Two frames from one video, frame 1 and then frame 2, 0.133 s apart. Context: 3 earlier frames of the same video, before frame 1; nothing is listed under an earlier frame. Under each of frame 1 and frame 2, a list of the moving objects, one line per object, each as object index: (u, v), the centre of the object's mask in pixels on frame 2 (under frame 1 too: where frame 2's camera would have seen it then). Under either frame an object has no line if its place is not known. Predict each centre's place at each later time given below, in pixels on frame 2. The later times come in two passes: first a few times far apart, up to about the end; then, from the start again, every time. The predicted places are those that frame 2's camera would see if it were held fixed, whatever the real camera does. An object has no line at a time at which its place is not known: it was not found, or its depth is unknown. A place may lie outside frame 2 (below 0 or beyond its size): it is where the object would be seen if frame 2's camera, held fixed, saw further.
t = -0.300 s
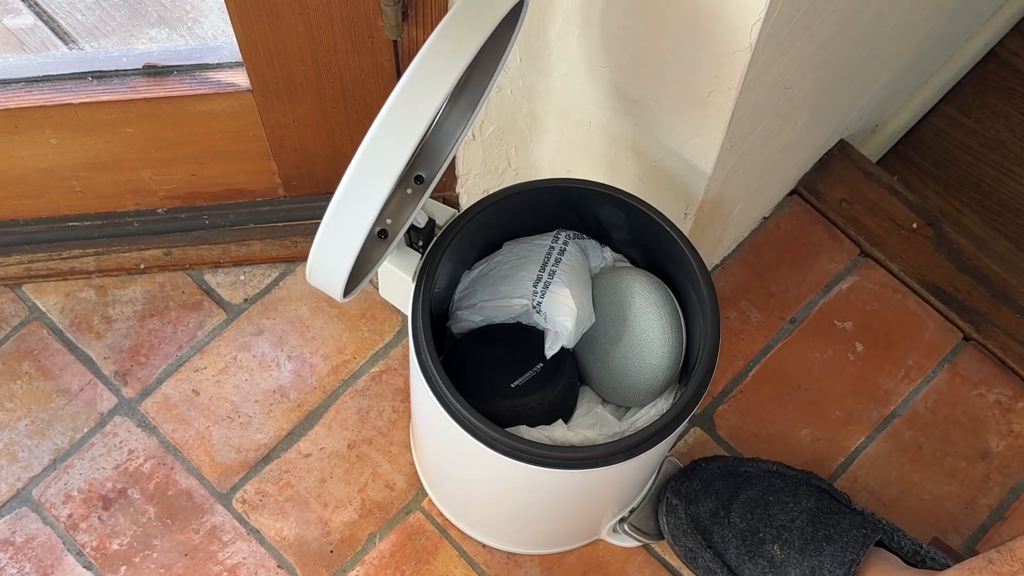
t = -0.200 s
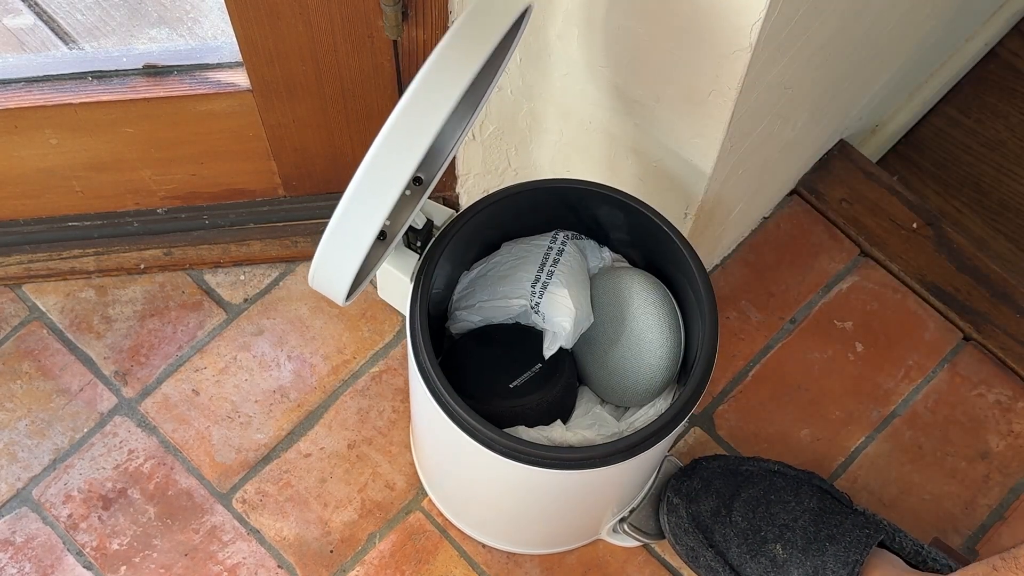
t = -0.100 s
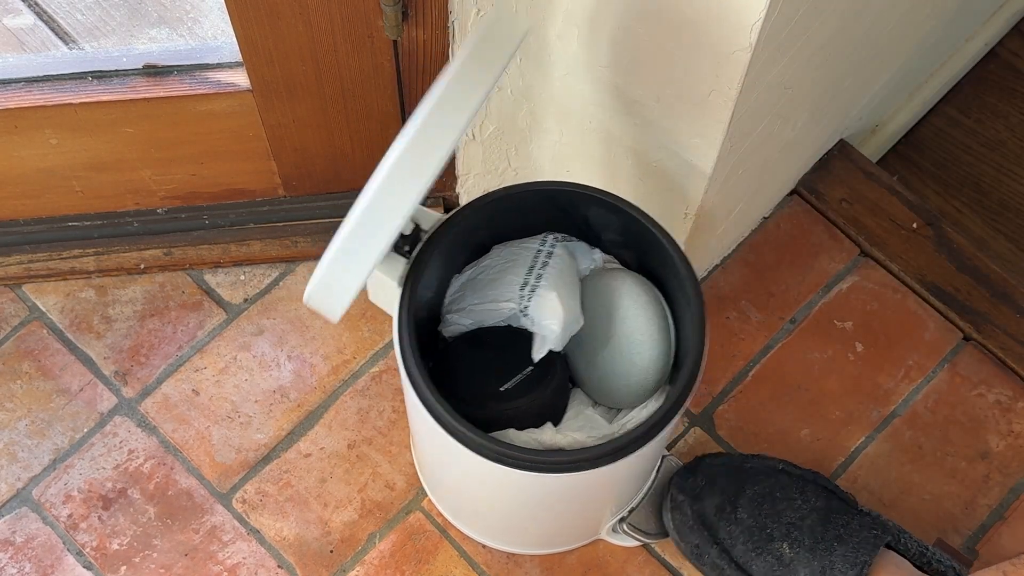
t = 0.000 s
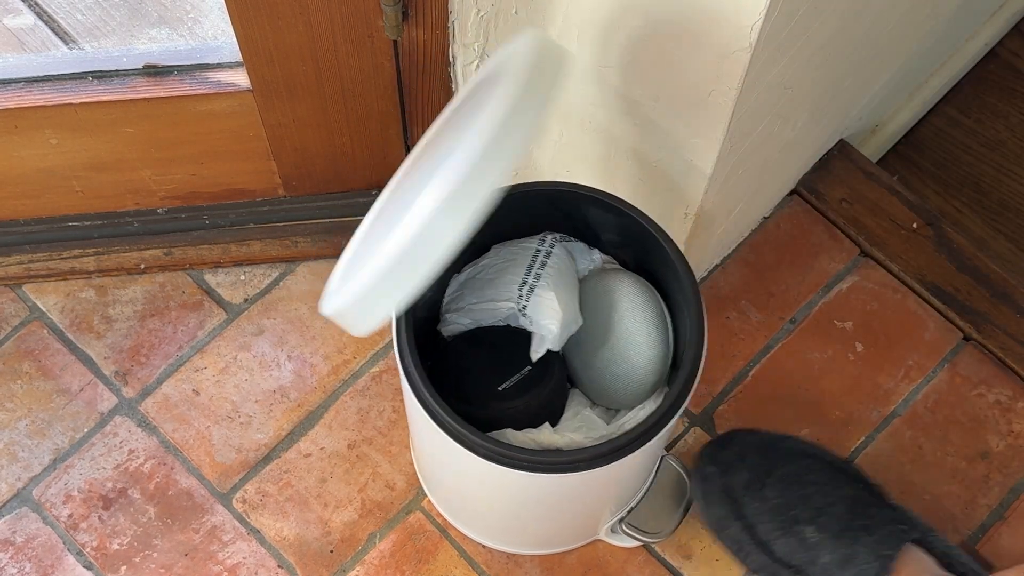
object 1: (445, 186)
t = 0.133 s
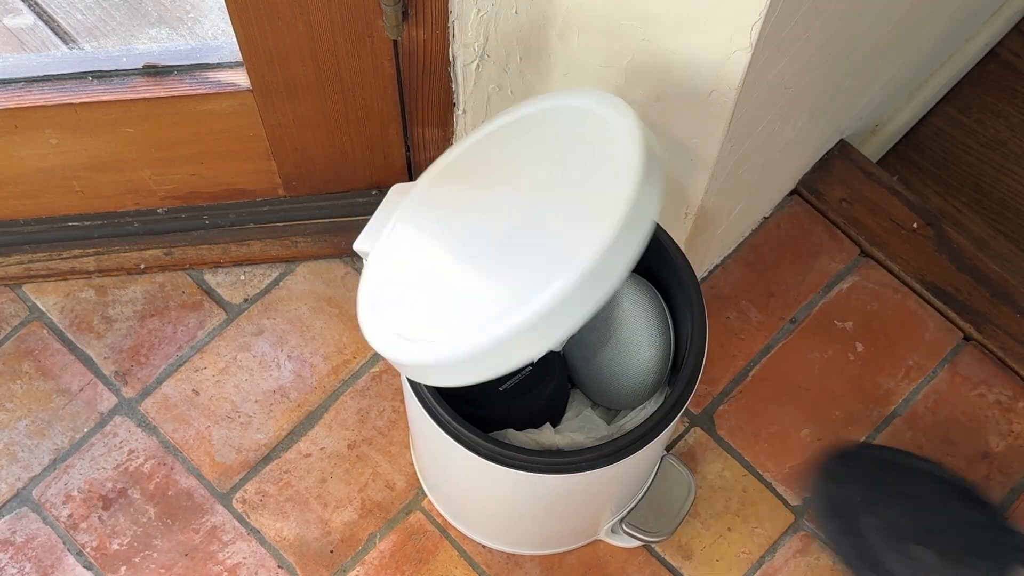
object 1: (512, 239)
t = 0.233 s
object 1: (515, 242)
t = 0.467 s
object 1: (528, 256)
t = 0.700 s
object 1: (536, 267)
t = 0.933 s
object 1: (544, 280)
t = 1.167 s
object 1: (550, 292)
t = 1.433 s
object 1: (553, 306)
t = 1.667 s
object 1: (545, 312)
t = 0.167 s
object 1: (517, 241)
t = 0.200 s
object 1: (517, 241)
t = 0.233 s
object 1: (515, 242)
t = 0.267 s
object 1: (515, 241)
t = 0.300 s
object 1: (517, 243)
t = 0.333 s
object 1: (519, 246)
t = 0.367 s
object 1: (522, 250)
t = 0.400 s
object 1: (526, 253)
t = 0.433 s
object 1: (527, 255)
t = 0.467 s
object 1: (528, 256)
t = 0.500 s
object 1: (529, 258)
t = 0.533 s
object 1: (526, 259)
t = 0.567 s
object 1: (532, 261)
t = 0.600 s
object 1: (528, 262)
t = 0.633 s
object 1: (534, 264)
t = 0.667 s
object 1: (535, 266)
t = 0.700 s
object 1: (536, 267)
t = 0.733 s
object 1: (537, 269)
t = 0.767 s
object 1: (539, 271)
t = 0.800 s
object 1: (540, 273)
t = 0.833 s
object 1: (540, 274)
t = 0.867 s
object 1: (542, 276)
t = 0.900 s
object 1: (543, 278)
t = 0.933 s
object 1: (544, 280)
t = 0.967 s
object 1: (545, 282)
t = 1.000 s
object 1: (545, 283)
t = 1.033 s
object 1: (546, 285)
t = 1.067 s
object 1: (547, 287)
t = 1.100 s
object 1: (548, 288)
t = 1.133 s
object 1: (549, 290)
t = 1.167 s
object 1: (550, 292)
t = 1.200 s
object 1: (550, 293)
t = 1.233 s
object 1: (551, 295)
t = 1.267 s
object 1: (551, 297)
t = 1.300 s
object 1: (552, 298)
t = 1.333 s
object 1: (553, 301)
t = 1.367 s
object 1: (553, 302)
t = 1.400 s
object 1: (553, 304)
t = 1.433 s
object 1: (553, 306)
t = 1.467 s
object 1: (554, 307)
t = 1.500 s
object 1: (554, 309)
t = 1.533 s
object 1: (554, 311)
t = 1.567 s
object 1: (554, 312)
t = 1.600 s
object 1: (546, 310)
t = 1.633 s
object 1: (545, 311)
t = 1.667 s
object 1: (545, 312)
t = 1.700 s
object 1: (545, 313)
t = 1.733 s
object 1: (545, 314)
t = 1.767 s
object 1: (545, 314)
